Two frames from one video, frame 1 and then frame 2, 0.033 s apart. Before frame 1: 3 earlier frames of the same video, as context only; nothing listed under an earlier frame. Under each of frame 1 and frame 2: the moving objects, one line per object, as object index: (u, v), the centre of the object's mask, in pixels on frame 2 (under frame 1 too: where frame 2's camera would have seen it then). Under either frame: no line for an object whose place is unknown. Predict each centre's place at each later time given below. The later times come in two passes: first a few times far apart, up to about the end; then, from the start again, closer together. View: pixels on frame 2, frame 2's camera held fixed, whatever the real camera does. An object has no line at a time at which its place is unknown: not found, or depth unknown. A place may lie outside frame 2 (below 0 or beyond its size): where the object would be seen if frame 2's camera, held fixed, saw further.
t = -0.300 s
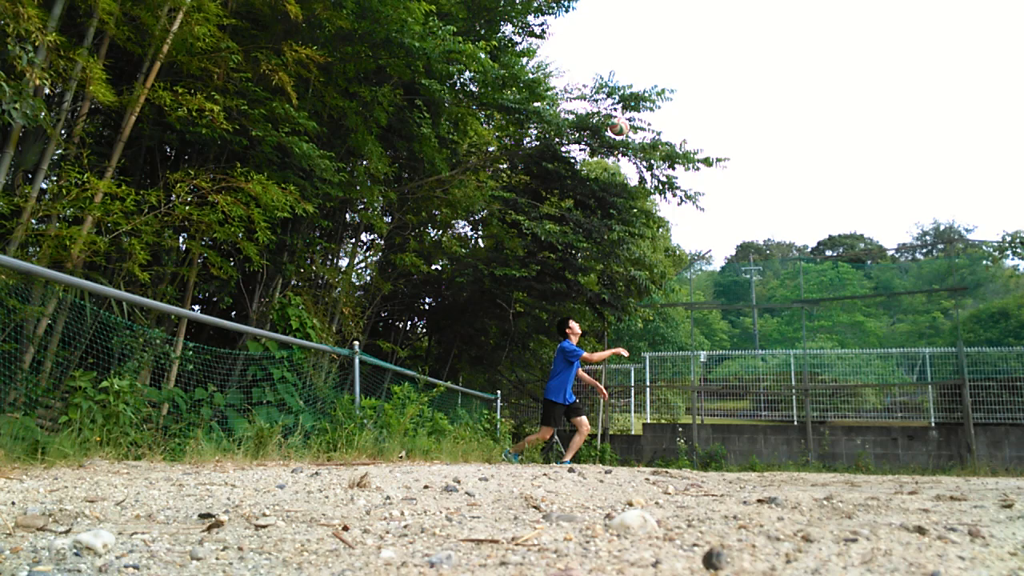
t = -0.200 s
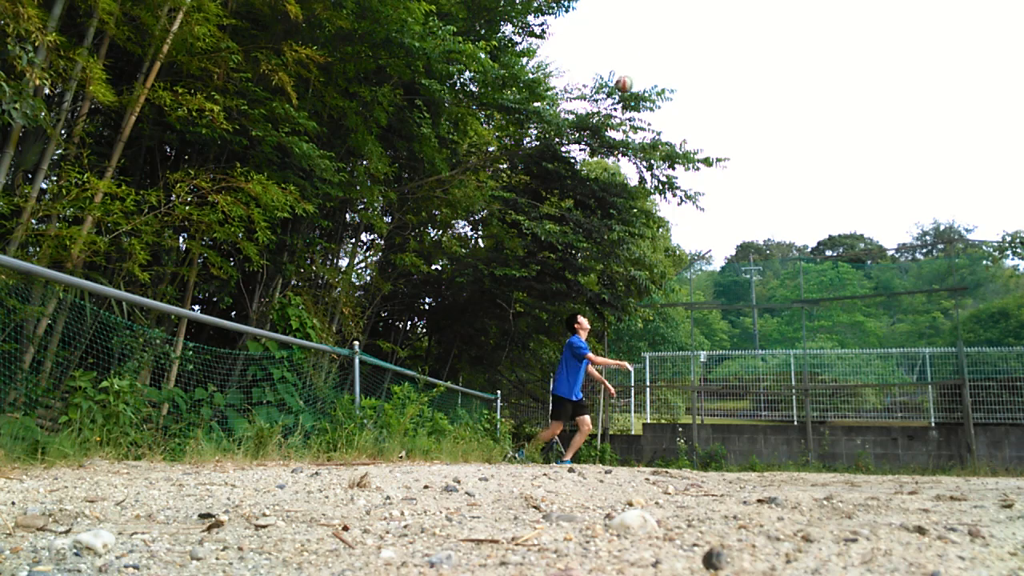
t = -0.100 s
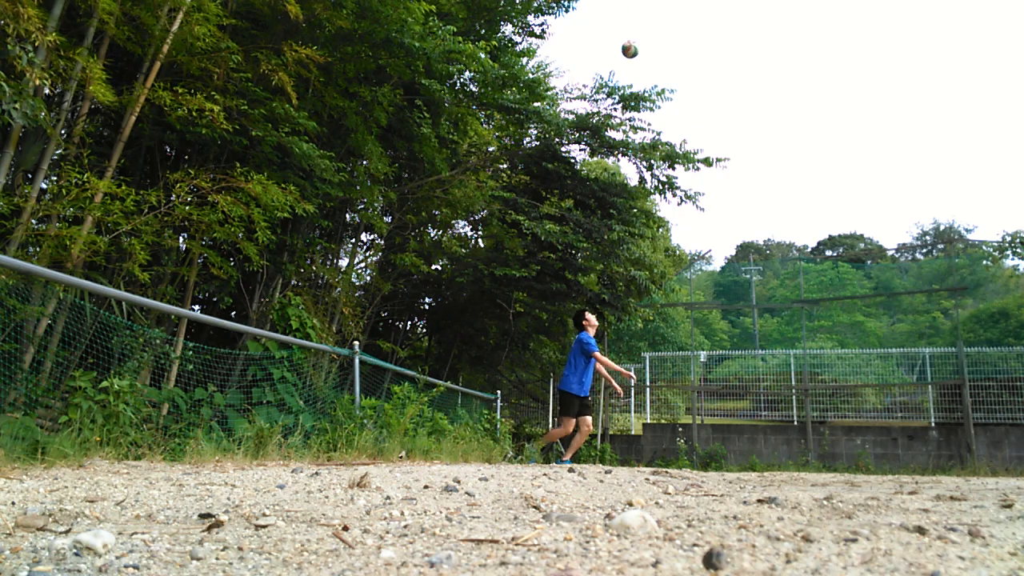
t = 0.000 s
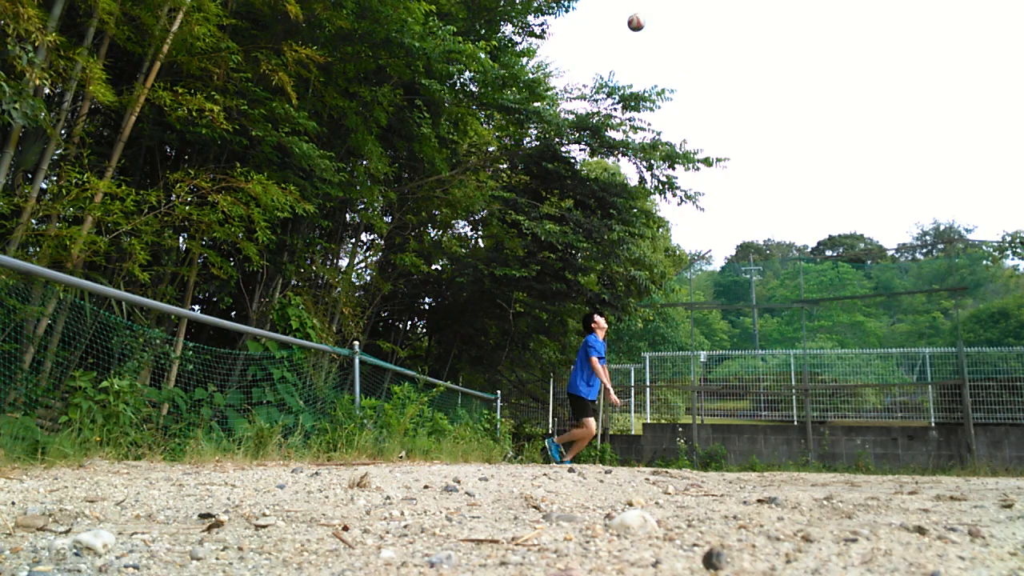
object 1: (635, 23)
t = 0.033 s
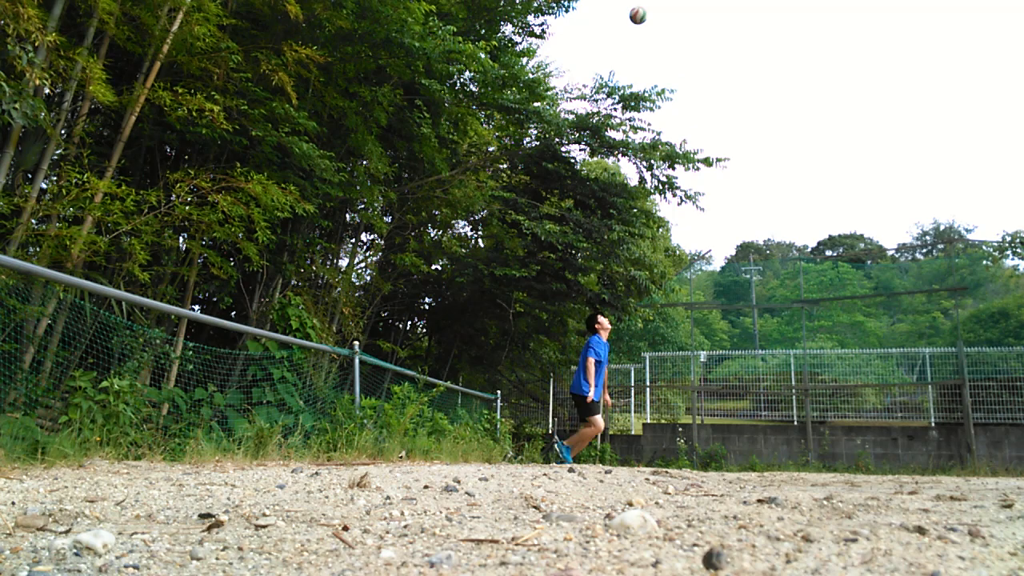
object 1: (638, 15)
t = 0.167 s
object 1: (646, 2)
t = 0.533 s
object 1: (668, 11)
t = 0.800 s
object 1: (684, 91)
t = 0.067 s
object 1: (640, 9)
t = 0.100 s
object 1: (642, 5)
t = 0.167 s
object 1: (646, 2)
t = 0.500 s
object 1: (666, 6)
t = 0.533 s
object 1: (668, 11)
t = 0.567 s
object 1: (670, 17)
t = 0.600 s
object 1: (672, 25)
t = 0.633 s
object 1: (674, 34)
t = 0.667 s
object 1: (676, 43)
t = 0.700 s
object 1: (678, 53)
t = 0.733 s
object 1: (680, 65)
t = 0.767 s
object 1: (682, 77)
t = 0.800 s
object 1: (684, 91)
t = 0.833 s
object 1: (686, 106)
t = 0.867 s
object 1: (687, 121)
